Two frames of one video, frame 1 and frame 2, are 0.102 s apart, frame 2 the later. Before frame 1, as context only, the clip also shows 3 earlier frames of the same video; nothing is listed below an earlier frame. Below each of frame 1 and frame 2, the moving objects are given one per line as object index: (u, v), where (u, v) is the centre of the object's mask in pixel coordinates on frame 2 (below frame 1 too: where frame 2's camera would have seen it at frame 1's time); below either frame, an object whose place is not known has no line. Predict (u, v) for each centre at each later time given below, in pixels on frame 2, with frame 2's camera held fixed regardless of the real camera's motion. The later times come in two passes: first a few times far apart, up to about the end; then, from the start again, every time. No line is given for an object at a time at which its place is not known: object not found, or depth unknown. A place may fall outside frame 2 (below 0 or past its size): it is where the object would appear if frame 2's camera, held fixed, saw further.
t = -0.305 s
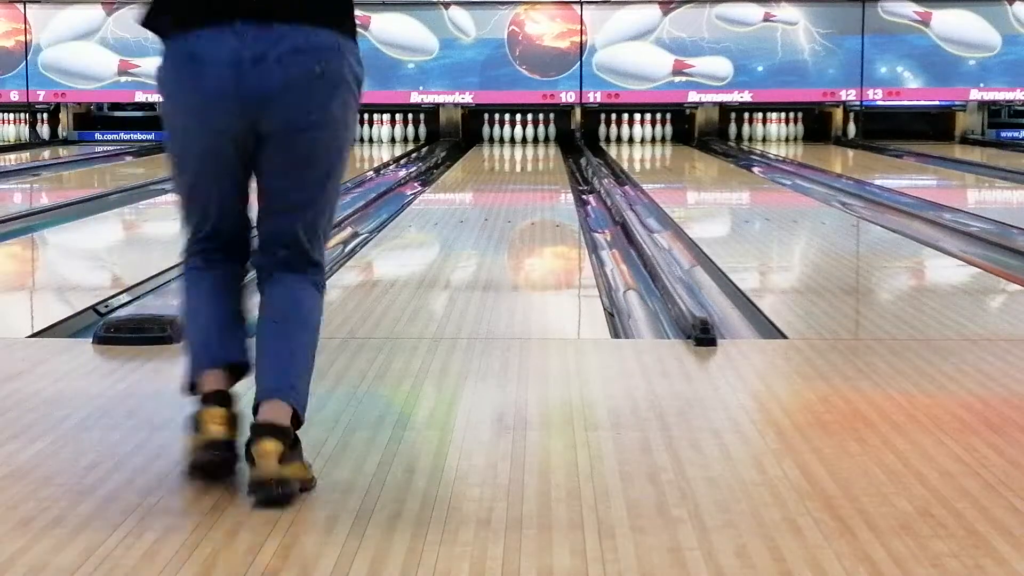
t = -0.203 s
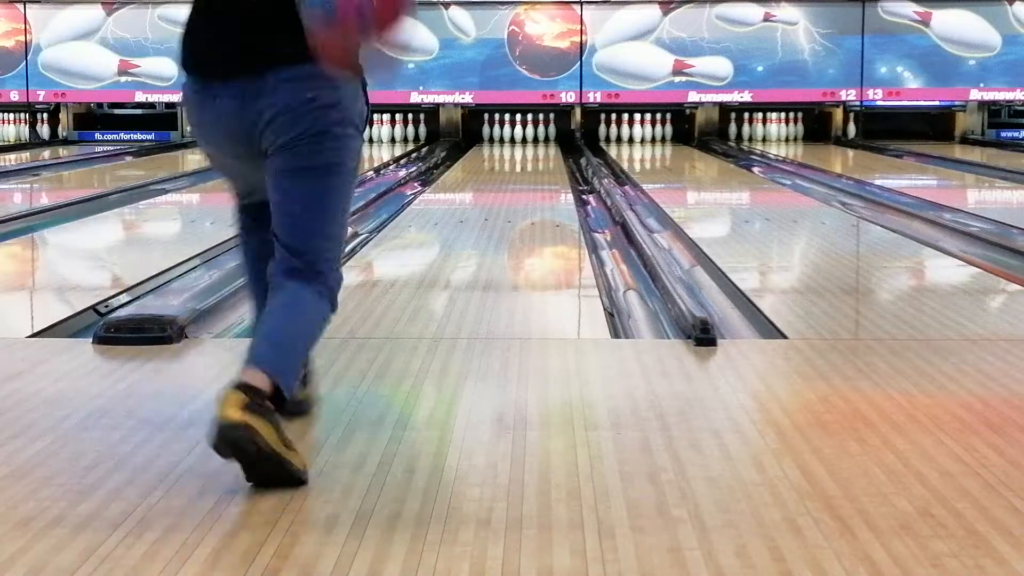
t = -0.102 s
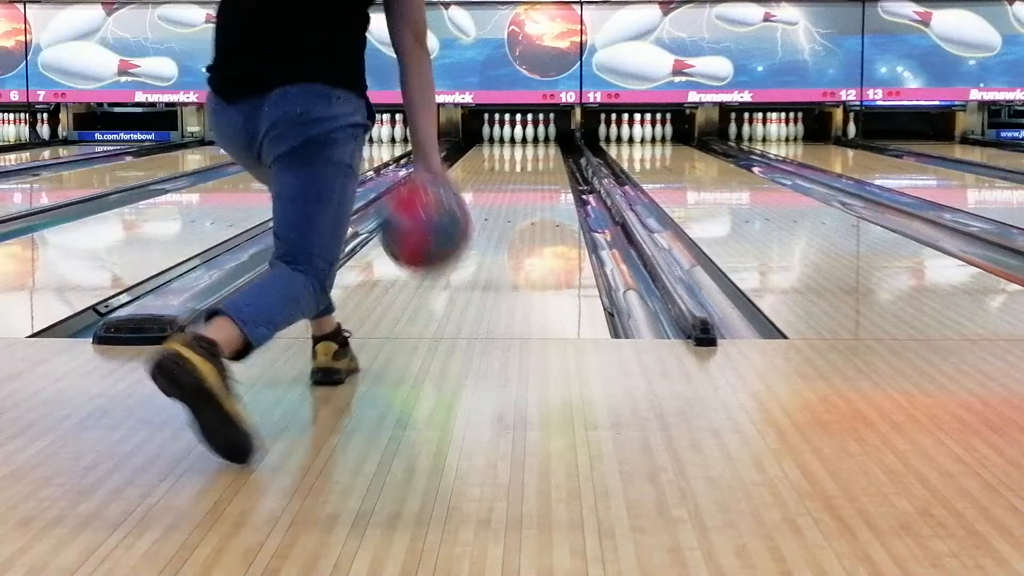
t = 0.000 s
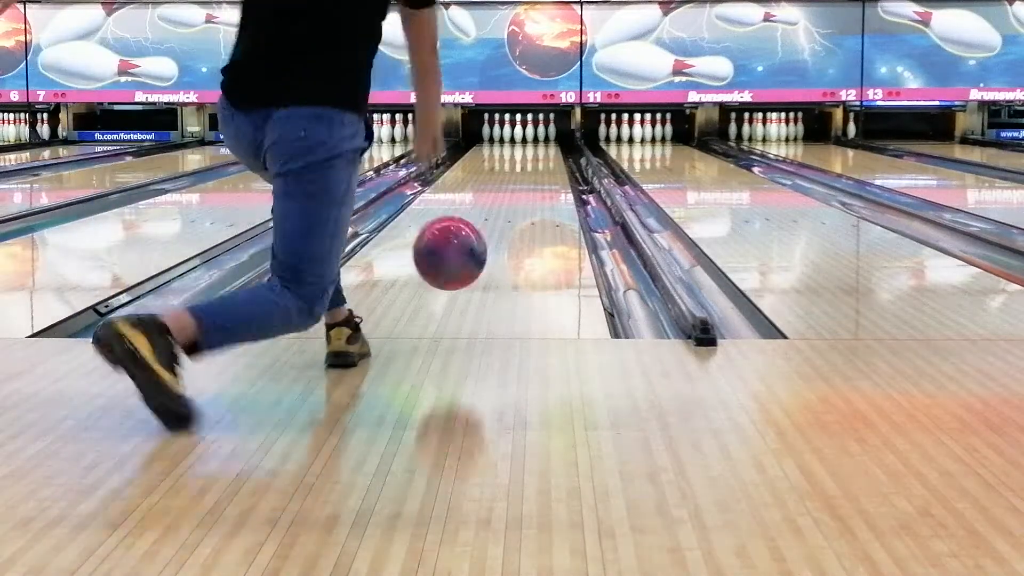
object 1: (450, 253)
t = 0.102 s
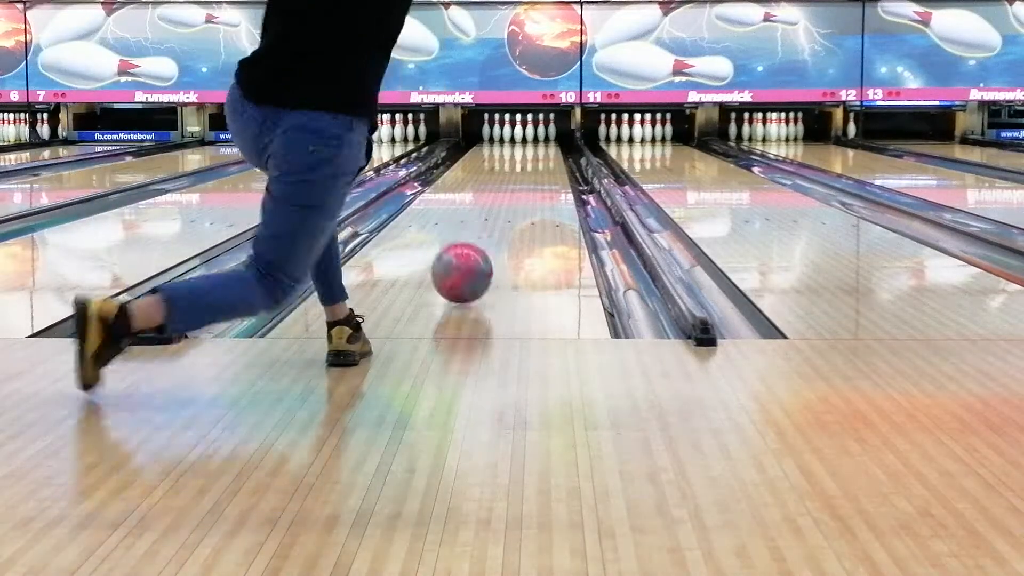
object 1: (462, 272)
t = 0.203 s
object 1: (471, 240)
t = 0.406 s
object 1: (482, 213)
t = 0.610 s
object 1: (490, 189)
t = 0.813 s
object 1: (496, 174)
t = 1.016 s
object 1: (499, 163)
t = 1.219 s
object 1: (501, 153)
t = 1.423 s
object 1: (504, 147)
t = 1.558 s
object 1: (506, 143)
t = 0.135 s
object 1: (465, 260)
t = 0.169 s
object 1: (468, 247)
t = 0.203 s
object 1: (471, 240)
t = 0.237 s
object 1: (473, 235)
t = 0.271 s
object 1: (475, 233)
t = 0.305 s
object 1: (477, 227)
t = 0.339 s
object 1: (479, 221)
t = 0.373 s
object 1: (481, 217)
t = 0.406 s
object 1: (482, 213)
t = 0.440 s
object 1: (484, 209)
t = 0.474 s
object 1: (485, 204)
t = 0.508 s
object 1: (487, 200)
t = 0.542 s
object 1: (488, 197)
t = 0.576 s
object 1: (489, 192)
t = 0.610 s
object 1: (490, 189)
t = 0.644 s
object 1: (491, 187)
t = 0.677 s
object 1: (491, 184)
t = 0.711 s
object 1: (492, 181)
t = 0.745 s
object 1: (493, 178)
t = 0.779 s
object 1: (494, 176)
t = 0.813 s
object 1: (496, 174)
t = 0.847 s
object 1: (496, 172)
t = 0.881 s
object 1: (496, 169)
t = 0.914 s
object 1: (497, 168)
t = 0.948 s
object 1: (498, 166)
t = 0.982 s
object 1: (498, 165)
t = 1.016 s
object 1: (499, 163)
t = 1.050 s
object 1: (499, 161)
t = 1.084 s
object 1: (499, 159)
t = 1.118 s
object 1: (499, 158)
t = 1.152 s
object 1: (500, 157)
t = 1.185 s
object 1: (501, 155)
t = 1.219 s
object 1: (501, 153)
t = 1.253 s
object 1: (502, 152)
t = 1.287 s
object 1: (502, 151)
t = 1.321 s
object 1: (503, 150)
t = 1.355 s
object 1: (503, 148)
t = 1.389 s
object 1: (504, 147)
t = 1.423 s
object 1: (504, 147)
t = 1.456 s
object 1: (504, 146)
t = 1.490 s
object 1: (504, 145)
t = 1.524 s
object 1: (506, 144)
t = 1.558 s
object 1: (506, 143)
